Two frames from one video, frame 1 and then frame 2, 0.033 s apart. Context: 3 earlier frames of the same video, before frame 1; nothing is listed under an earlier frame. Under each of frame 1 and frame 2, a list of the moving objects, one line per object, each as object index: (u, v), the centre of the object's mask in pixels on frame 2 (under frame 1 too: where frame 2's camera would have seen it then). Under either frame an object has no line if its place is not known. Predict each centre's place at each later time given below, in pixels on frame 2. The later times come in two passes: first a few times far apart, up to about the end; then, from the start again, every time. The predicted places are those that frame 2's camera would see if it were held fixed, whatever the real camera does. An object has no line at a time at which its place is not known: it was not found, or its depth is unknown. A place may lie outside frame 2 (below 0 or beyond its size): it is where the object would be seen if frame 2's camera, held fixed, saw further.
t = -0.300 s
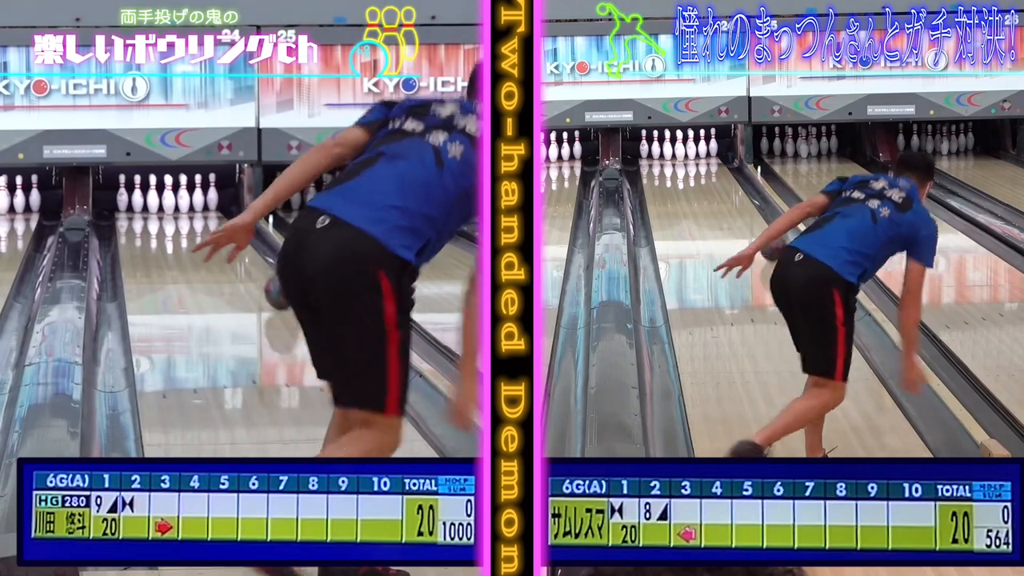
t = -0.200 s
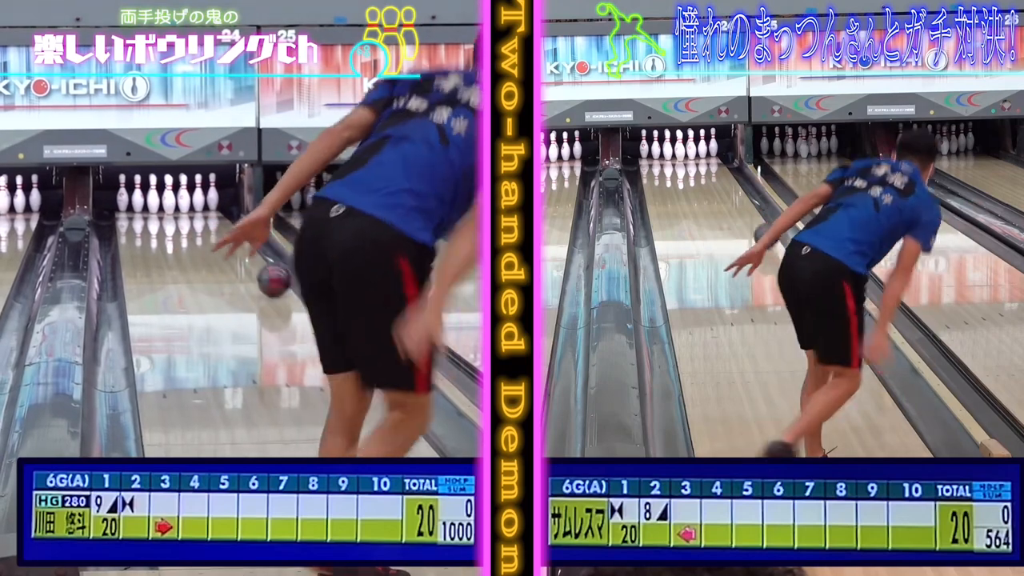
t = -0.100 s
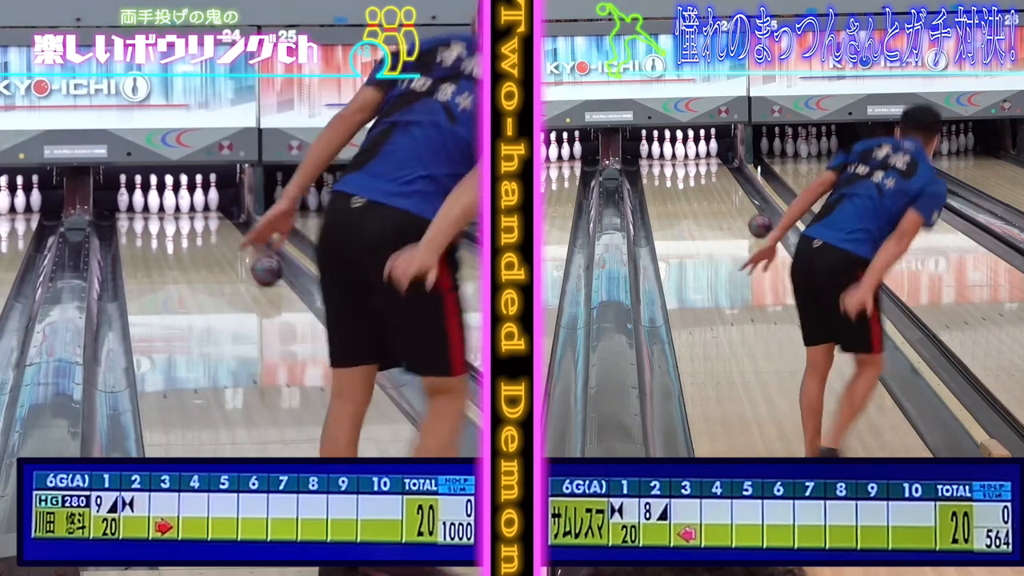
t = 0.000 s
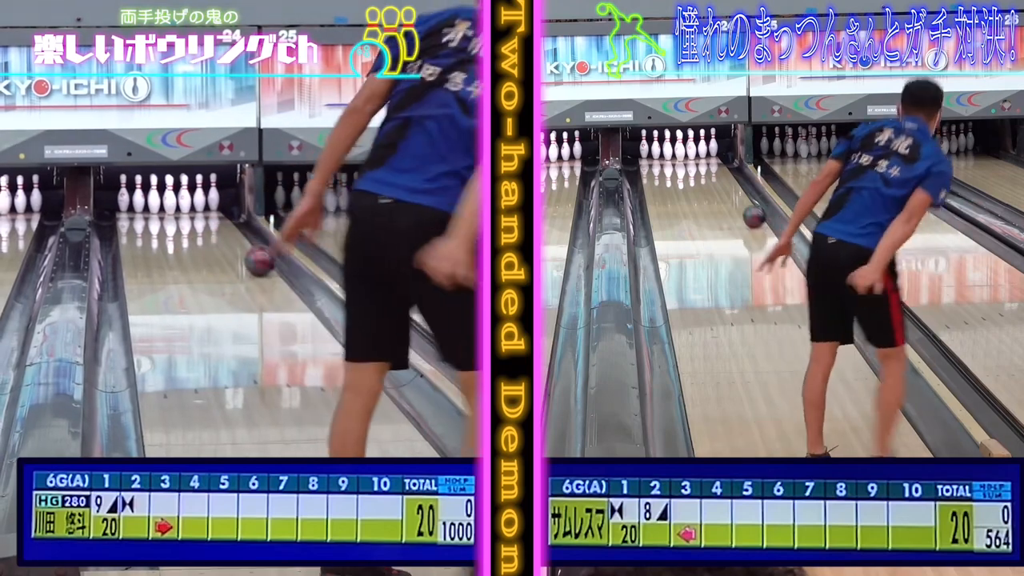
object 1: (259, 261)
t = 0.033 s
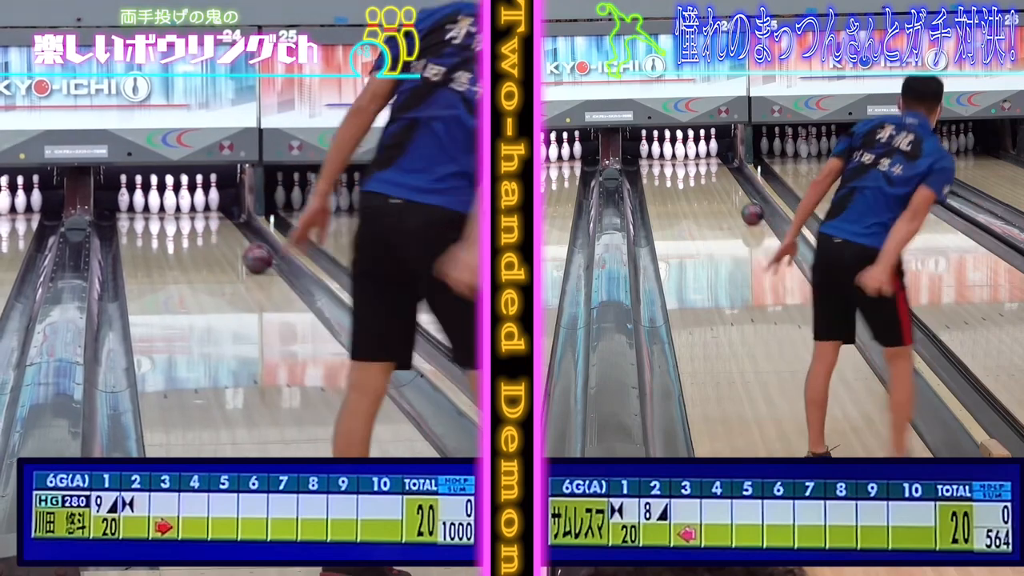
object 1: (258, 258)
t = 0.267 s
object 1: (243, 240)
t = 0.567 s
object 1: (225, 221)
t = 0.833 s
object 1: (208, 210)
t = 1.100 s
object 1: (189, 208)
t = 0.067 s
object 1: (255, 255)
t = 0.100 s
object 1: (253, 253)
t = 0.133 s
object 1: (251, 250)
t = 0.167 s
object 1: (249, 247)
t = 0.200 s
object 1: (247, 245)
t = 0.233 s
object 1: (244, 243)
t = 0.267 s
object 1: (243, 240)
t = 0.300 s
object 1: (240, 238)
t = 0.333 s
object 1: (239, 235)
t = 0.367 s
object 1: (237, 233)
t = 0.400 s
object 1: (235, 231)
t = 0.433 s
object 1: (233, 229)
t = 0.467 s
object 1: (231, 226)
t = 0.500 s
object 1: (229, 225)
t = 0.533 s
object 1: (227, 223)
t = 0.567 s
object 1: (225, 221)
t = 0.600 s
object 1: (223, 219)
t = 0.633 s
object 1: (221, 218)
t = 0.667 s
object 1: (219, 216)
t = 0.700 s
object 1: (217, 214)
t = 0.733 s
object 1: (215, 213)
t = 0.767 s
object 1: (212, 212)
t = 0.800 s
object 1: (210, 211)
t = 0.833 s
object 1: (208, 210)
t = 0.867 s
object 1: (206, 210)
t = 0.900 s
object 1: (203, 209)
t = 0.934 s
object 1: (201, 209)
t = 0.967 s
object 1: (198, 209)
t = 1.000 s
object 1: (196, 208)
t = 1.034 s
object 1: (193, 208)
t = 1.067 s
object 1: (190, 208)
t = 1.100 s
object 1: (189, 208)
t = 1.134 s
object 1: (188, 208)
